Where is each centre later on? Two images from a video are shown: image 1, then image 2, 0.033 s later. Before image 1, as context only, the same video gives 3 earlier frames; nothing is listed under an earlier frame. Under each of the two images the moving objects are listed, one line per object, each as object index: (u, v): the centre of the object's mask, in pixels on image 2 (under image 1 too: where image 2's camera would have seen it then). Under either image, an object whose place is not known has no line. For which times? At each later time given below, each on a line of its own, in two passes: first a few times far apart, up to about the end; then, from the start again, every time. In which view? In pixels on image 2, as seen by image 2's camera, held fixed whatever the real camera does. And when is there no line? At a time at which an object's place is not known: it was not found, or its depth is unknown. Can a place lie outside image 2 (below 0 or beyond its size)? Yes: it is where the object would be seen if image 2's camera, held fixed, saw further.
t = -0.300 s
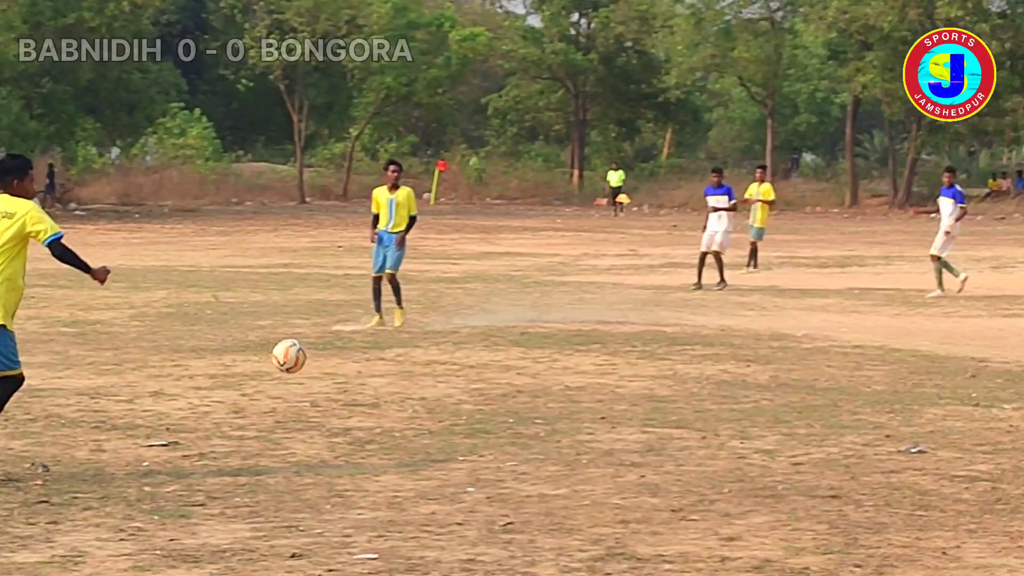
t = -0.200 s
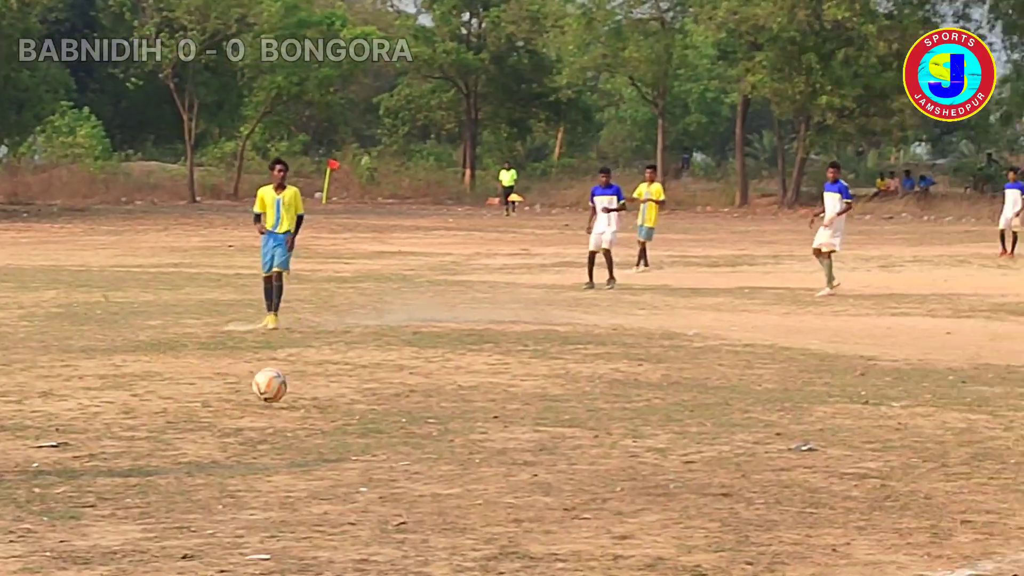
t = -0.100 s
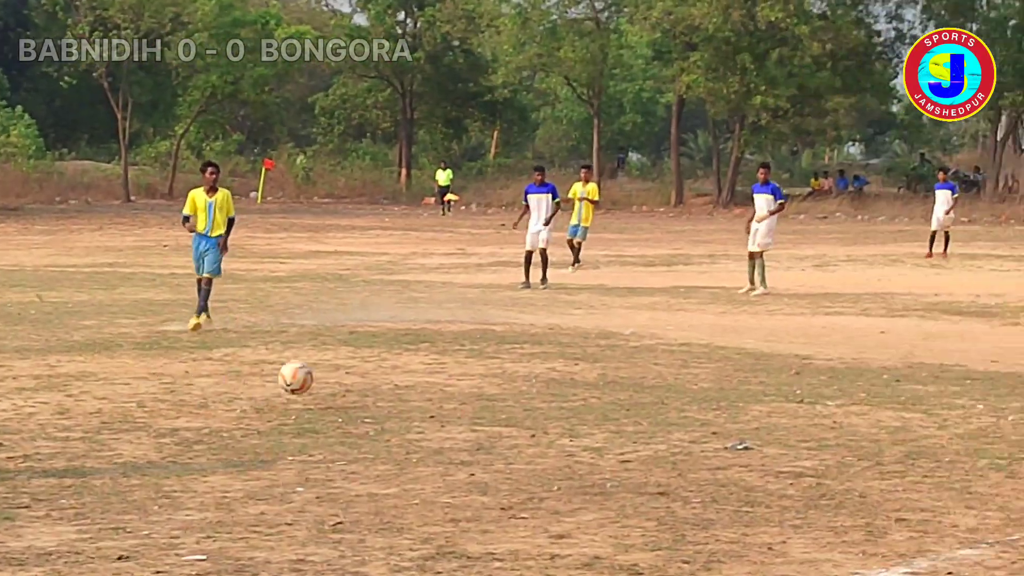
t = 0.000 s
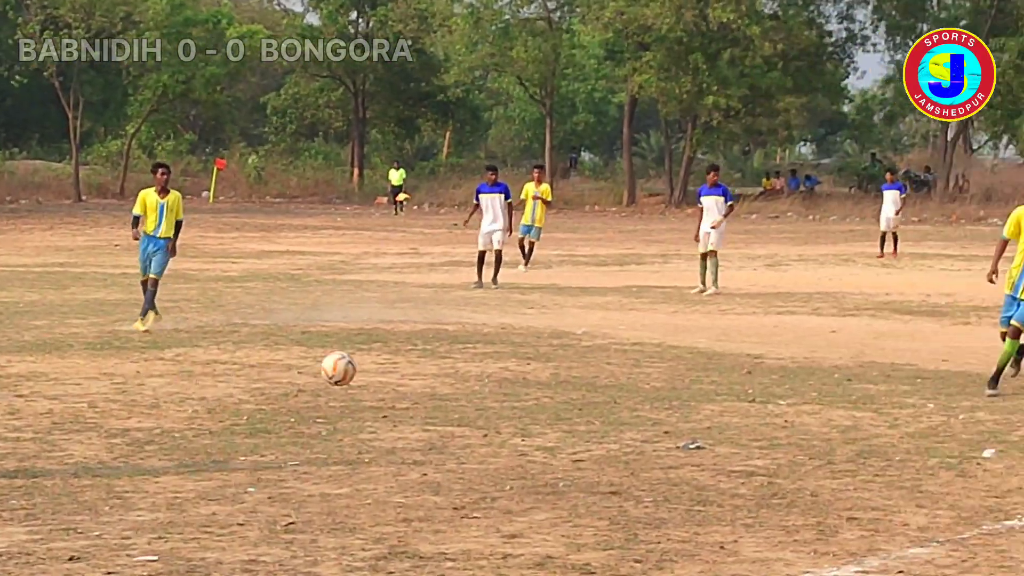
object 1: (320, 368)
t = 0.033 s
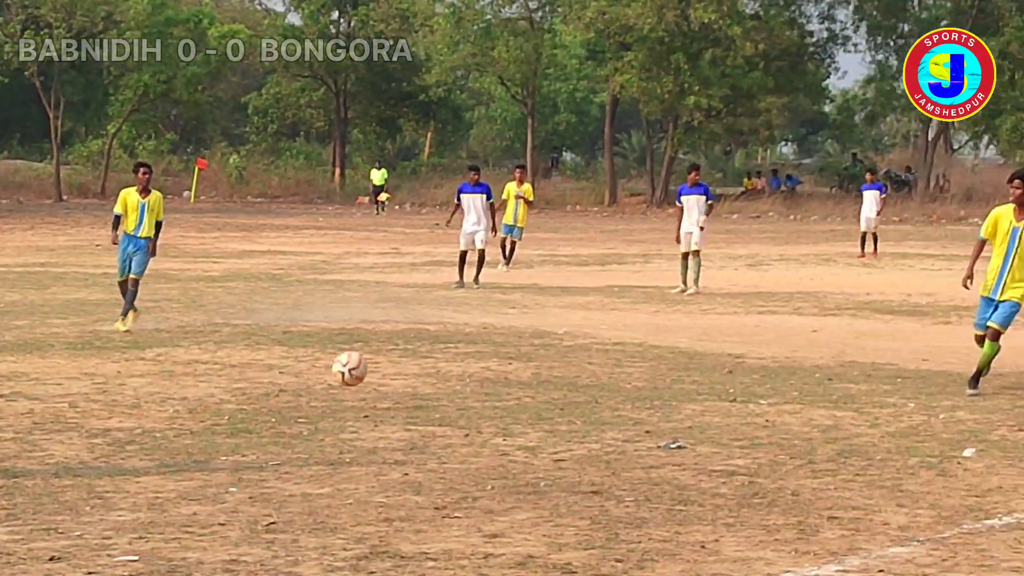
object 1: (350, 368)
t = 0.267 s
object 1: (557, 377)
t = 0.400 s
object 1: (676, 365)
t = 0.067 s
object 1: (380, 371)
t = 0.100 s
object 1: (409, 375)
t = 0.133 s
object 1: (439, 381)
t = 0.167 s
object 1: (469, 388)
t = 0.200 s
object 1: (500, 394)
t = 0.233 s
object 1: (528, 385)
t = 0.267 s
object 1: (557, 377)
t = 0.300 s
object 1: (587, 372)
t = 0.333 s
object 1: (617, 368)
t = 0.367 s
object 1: (646, 366)
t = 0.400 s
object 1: (676, 365)
